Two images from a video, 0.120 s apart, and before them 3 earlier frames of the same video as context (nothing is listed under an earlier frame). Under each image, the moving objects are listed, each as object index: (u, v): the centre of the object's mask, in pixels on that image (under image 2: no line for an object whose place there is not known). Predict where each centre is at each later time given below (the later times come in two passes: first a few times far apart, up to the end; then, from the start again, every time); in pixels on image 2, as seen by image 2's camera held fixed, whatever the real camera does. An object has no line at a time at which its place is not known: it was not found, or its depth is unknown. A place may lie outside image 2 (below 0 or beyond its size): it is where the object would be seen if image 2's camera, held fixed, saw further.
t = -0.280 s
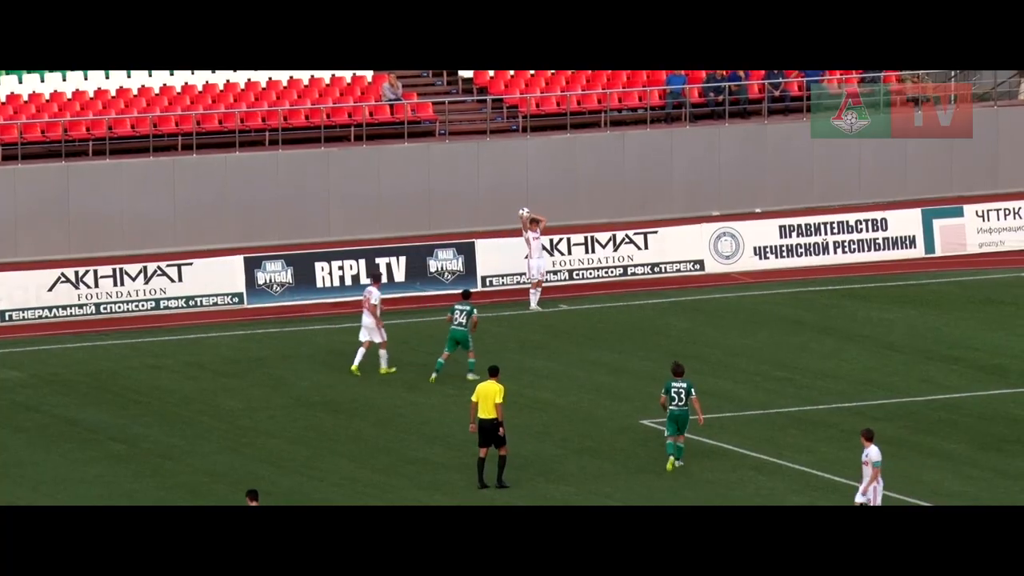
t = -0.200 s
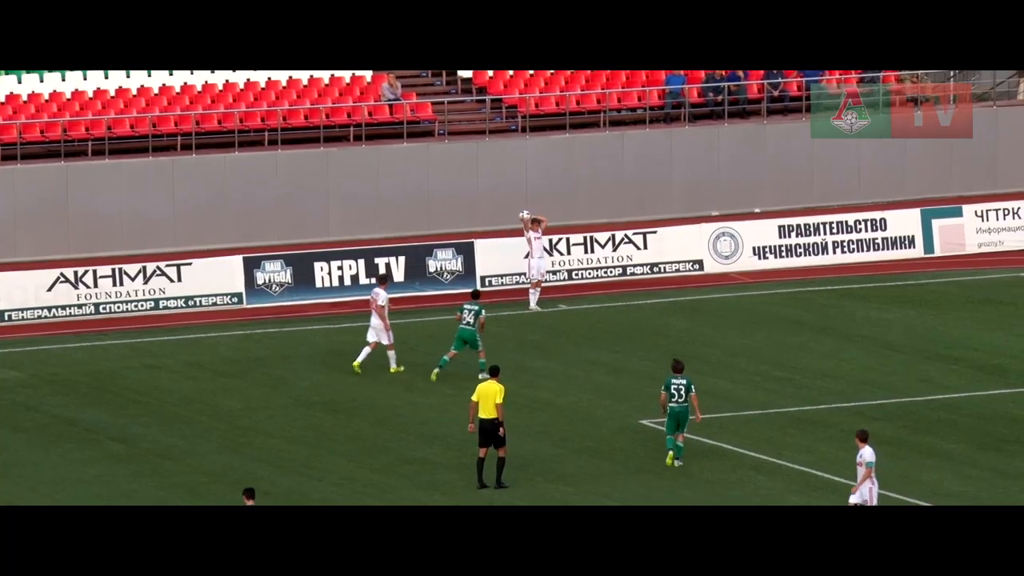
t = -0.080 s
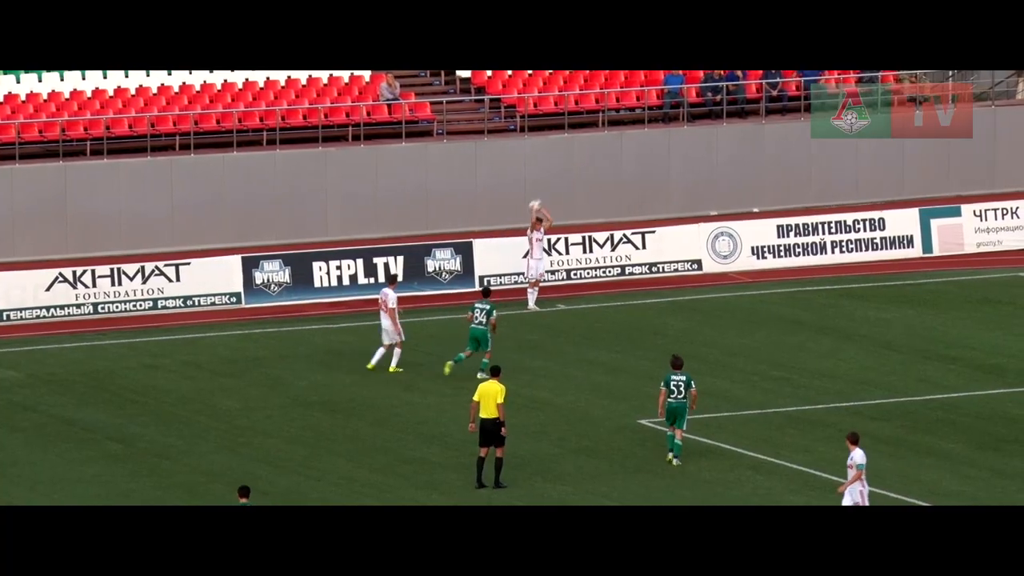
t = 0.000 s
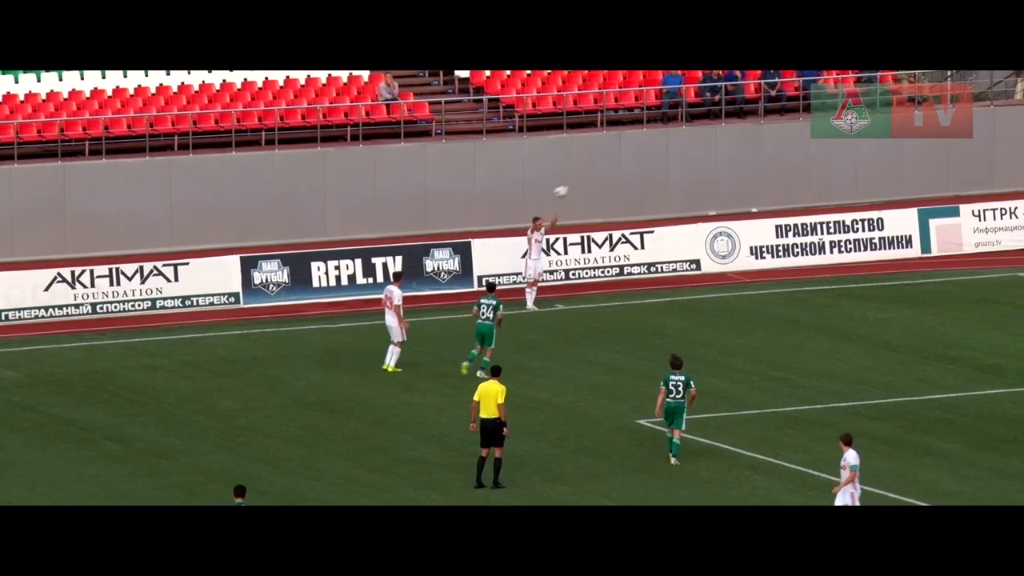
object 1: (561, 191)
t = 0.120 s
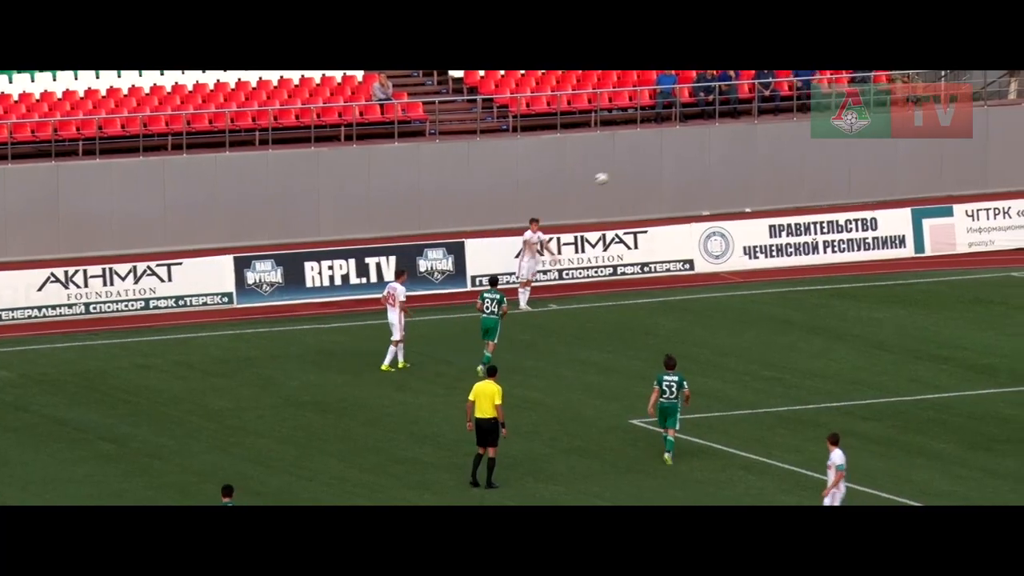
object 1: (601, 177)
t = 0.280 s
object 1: (663, 171)
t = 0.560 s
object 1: (774, 193)
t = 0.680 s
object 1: (823, 214)
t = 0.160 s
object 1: (617, 175)
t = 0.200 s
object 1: (632, 173)
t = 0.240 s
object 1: (647, 171)
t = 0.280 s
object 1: (663, 171)
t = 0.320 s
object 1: (679, 171)
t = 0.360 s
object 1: (695, 173)
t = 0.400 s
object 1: (711, 175)
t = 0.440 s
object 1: (727, 179)
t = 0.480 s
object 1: (743, 183)
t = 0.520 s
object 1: (758, 187)
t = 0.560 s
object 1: (774, 193)
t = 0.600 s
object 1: (790, 199)
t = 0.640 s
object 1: (807, 207)
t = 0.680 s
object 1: (823, 214)
